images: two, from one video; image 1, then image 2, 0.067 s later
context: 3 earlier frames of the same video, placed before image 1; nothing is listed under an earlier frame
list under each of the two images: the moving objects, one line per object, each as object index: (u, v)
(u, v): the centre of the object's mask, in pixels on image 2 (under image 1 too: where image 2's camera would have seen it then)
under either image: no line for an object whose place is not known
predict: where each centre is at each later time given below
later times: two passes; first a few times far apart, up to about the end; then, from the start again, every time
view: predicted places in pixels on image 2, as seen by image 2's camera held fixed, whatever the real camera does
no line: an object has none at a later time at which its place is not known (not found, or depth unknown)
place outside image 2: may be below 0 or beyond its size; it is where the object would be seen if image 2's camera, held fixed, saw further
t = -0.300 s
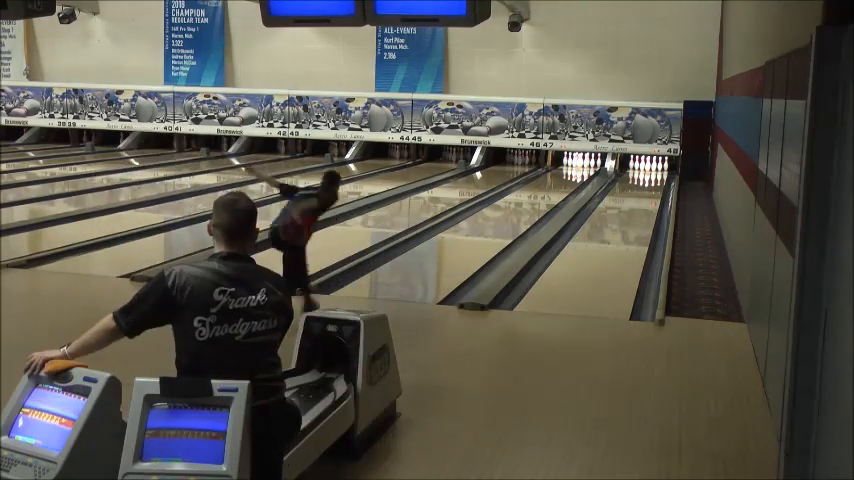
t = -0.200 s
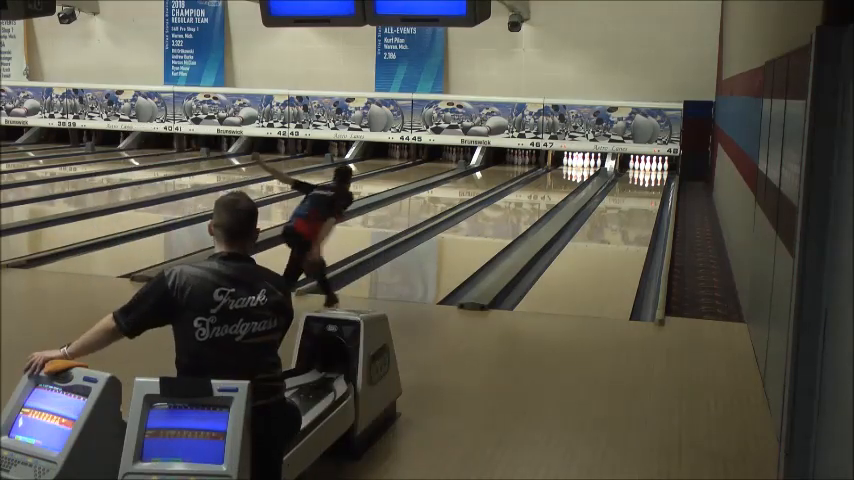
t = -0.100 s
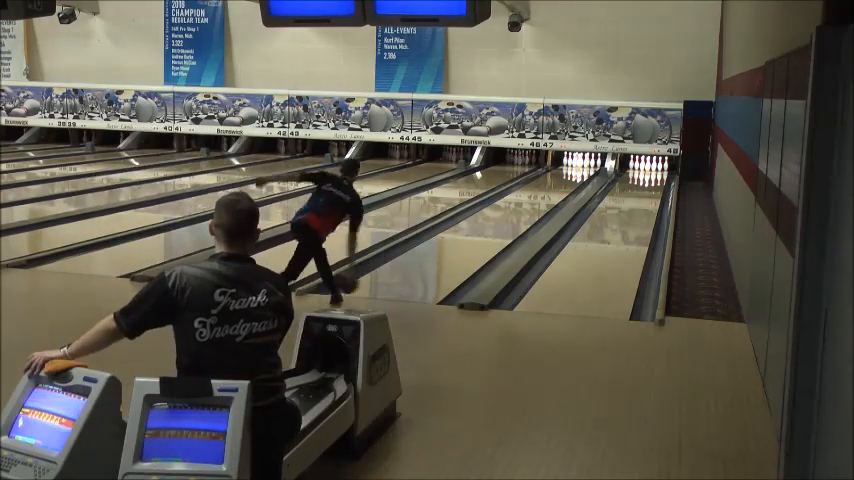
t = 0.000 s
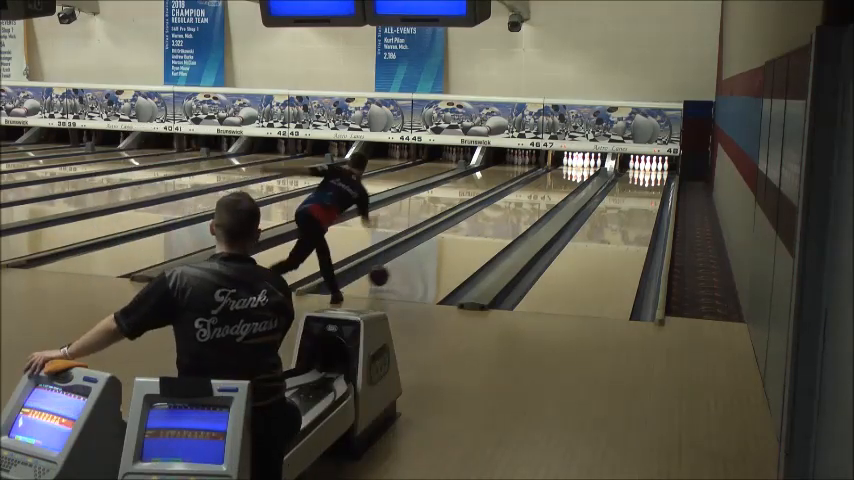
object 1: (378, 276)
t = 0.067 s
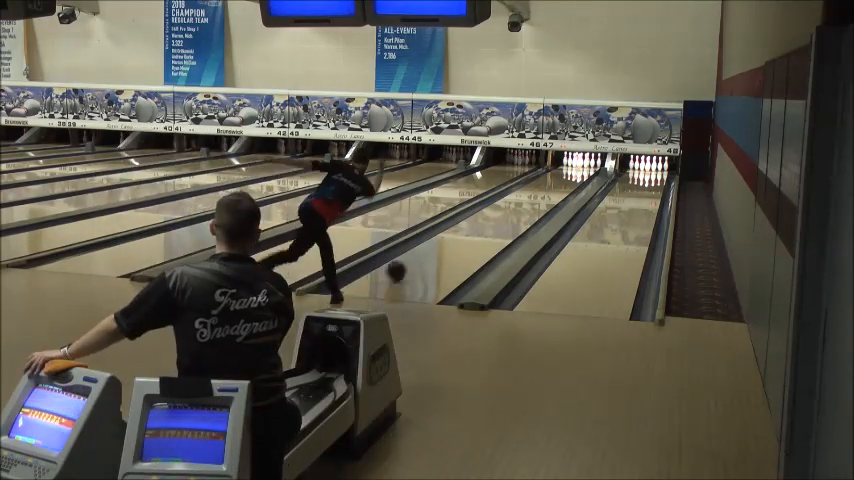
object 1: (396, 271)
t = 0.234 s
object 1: (434, 252)
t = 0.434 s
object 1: (468, 235)
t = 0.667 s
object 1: (500, 219)
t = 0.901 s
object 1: (524, 206)
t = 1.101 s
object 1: (541, 197)
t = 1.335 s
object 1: (556, 188)
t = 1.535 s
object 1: (567, 182)
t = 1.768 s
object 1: (575, 176)
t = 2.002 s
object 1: (580, 170)
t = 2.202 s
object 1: (582, 167)
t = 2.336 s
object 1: (582, 165)
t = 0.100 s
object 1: (404, 267)
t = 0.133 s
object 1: (412, 263)
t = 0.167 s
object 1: (419, 259)
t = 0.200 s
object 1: (426, 256)
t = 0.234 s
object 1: (434, 252)
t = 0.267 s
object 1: (440, 249)
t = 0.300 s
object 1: (446, 246)
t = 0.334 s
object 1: (452, 243)
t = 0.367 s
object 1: (457, 240)
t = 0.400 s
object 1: (463, 237)
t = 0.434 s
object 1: (468, 235)
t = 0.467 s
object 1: (473, 232)
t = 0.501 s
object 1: (478, 230)
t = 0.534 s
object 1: (483, 228)
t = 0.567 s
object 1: (487, 225)
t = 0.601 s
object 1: (492, 223)
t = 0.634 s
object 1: (496, 221)
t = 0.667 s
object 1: (500, 219)
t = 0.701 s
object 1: (504, 217)
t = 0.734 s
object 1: (508, 215)
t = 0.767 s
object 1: (511, 213)
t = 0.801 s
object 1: (515, 211)
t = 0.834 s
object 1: (518, 209)
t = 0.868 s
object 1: (521, 207)
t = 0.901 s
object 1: (524, 206)
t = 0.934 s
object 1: (527, 204)
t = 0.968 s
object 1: (530, 203)
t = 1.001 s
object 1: (533, 201)
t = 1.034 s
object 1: (536, 200)
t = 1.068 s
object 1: (539, 198)
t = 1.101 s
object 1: (541, 197)
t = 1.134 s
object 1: (544, 196)
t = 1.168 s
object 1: (546, 194)
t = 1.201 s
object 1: (548, 193)
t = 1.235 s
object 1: (550, 192)
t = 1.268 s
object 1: (552, 191)
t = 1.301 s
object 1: (555, 189)
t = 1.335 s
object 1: (556, 188)
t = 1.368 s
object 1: (558, 187)
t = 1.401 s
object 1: (560, 186)
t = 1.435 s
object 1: (562, 185)
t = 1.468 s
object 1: (563, 184)
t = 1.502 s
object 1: (565, 183)
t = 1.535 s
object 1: (567, 182)
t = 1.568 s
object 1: (568, 181)
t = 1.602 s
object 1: (569, 180)
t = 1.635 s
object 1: (571, 179)
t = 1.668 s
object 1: (572, 179)
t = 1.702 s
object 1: (573, 178)
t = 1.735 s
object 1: (574, 177)
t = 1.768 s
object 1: (575, 176)
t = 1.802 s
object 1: (576, 175)
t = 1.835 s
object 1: (577, 174)
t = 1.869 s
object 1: (578, 174)
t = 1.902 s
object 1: (579, 173)
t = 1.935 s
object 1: (579, 172)
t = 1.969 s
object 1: (580, 171)
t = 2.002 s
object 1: (580, 170)
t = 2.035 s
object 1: (581, 170)
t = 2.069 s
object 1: (581, 170)
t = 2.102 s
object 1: (581, 169)
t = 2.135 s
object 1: (582, 168)
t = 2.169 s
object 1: (582, 168)
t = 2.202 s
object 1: (582, 167)
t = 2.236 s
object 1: (582, 167)
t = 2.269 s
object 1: (582, 166)
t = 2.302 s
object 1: (582, 166)
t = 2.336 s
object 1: (582, 165)
